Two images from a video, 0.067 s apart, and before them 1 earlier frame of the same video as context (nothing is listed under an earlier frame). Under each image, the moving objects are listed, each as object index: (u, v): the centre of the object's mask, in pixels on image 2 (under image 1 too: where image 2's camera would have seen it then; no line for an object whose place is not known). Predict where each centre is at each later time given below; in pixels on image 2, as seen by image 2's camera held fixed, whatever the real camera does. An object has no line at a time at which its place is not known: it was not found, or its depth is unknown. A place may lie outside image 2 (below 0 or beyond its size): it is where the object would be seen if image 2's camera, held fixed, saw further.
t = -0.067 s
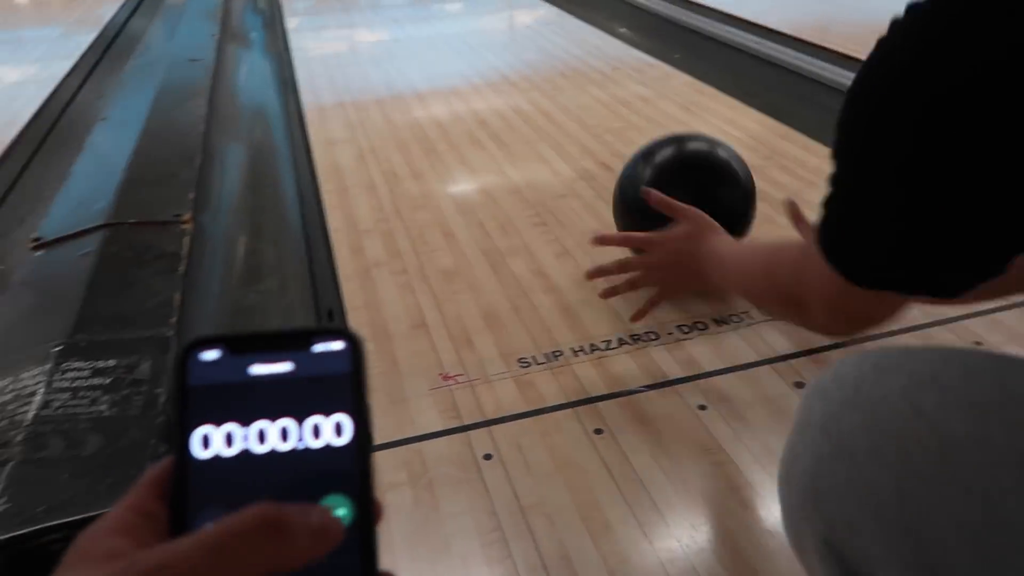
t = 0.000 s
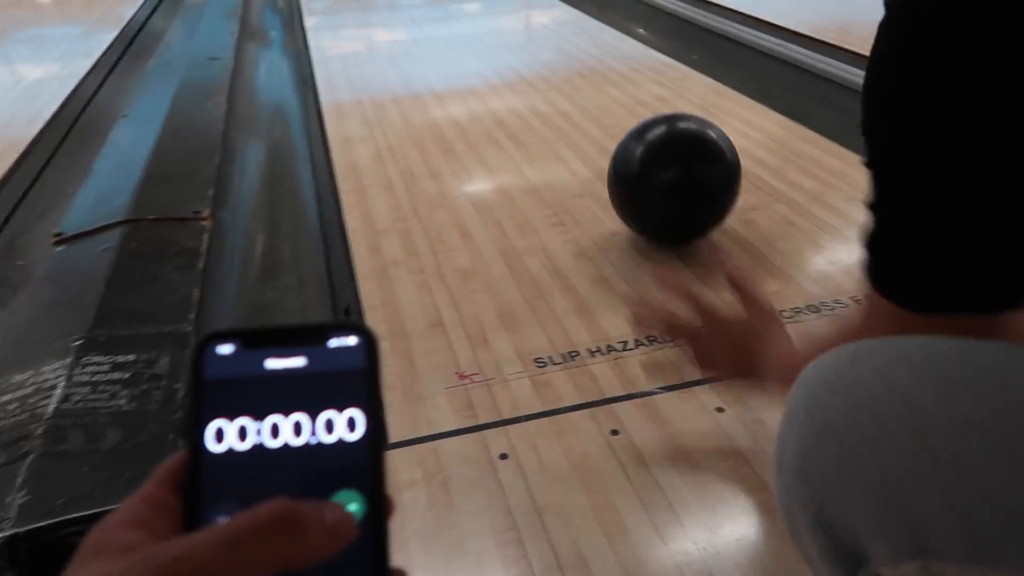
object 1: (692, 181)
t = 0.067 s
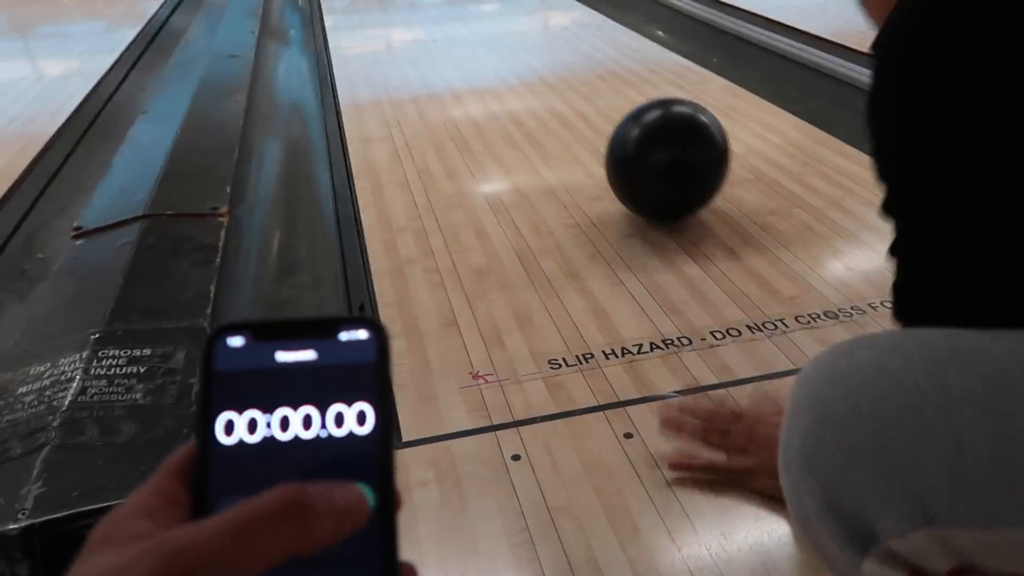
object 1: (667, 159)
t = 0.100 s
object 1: (656, 149)
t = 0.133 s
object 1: (645, 140)
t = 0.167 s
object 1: (635, 131)
